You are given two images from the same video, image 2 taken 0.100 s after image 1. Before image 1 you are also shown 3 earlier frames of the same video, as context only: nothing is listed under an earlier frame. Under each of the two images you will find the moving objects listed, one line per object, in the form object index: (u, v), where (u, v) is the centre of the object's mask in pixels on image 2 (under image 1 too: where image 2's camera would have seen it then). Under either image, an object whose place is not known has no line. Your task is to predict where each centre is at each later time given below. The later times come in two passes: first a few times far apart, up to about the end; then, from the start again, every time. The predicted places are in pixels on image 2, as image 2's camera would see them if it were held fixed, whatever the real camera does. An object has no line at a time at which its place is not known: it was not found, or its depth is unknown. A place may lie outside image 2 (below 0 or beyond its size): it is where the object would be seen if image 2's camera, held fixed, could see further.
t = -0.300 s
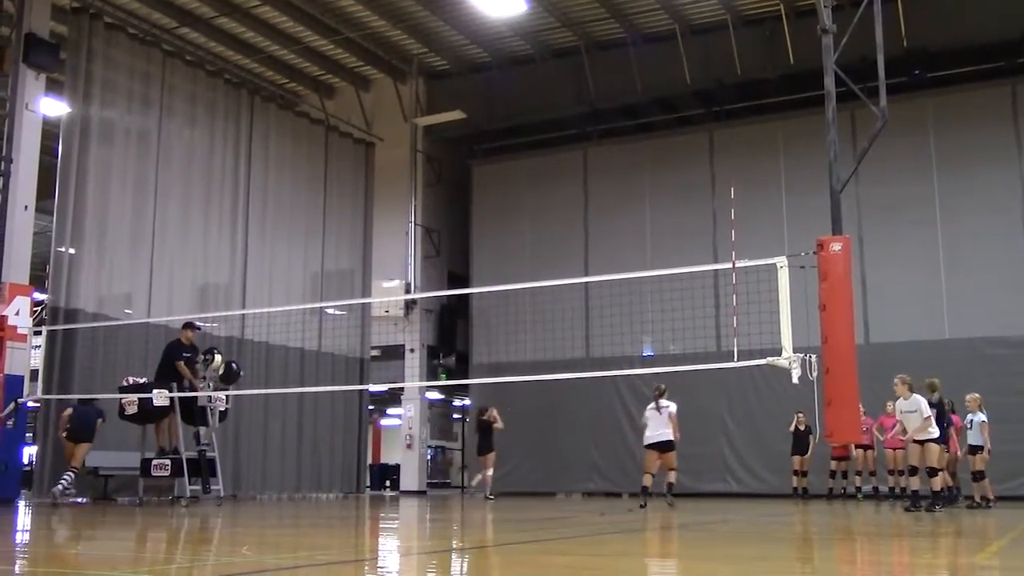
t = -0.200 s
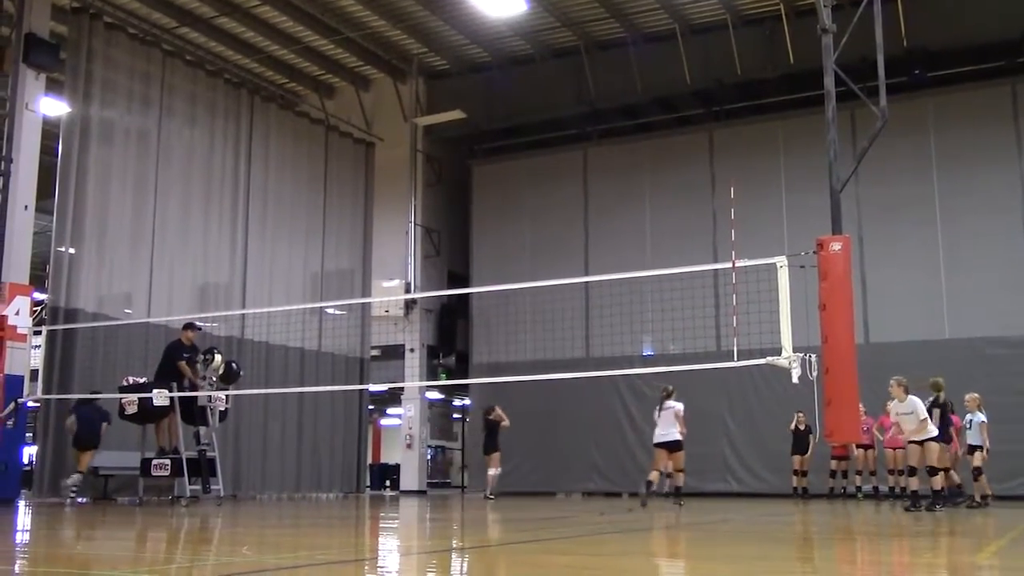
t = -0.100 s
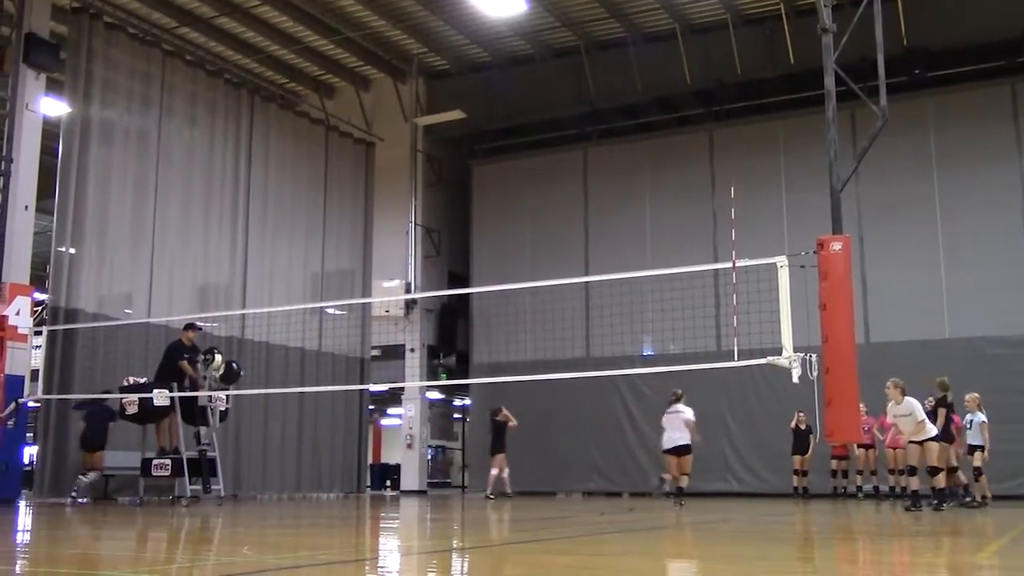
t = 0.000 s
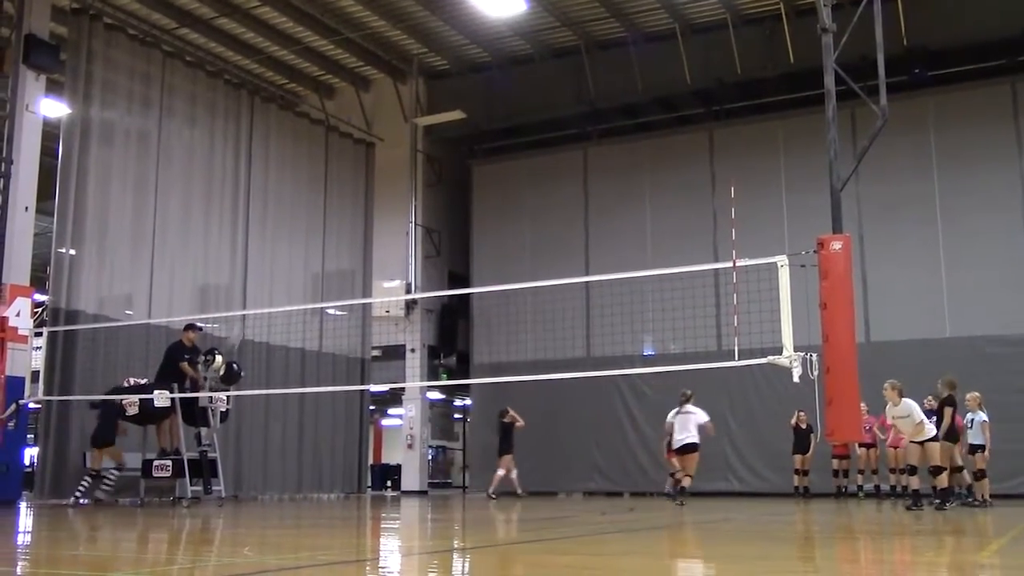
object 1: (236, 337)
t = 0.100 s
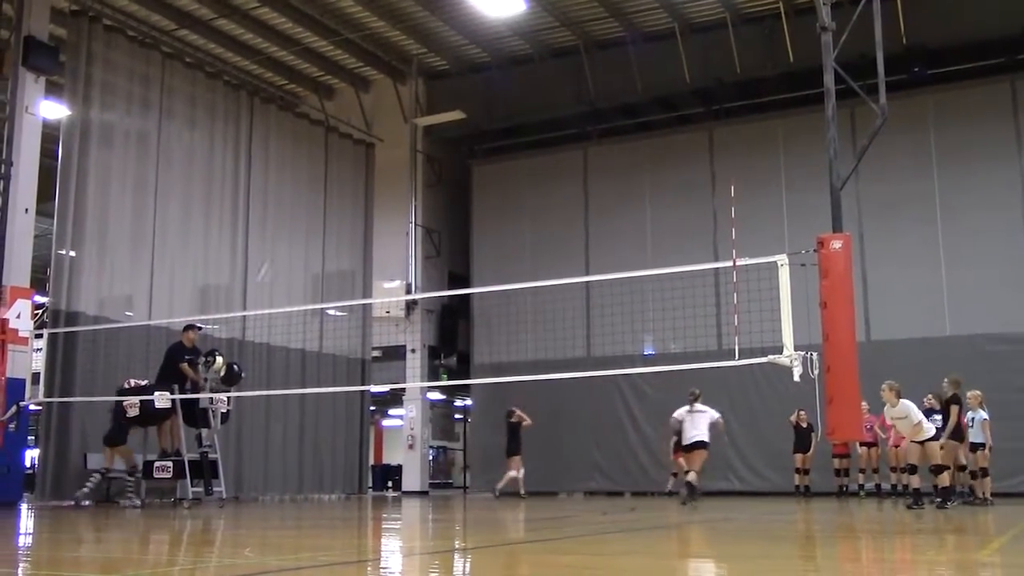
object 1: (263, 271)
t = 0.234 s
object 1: (299, 204)
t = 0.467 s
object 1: (359, 114)
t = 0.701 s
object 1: (418, 64)
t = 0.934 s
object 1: (479, 50)
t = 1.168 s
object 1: (541, 78)
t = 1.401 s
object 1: (607, 150)
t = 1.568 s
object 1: (657, 229)
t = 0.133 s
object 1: (270, 255)
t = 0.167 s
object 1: (279, 236)
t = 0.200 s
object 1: (290, 219)
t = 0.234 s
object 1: (299, 204)
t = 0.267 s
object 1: (308, 189)
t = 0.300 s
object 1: (317, 173)
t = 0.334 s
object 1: (324, 161)
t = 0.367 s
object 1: (333, 148)
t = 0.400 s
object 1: (342, 136)
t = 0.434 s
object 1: (350, 125)
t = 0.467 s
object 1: (359, 114)
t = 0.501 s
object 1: (367, 105)
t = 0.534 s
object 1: (375, 96)
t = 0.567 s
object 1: (384, 87)
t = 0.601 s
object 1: (393, 80)
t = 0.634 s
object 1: (402, 74)
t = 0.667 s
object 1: (410, 69)
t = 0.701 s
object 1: (418, 64)
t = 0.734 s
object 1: (427, 60)
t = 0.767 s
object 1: (436, 56)
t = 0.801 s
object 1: (444, 52)
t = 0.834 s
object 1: (452, 51)
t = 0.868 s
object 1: (462, 49)
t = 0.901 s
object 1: (470, 49)
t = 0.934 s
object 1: (479, 50)
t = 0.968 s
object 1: (487, 51)
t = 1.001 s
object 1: (496, 53)
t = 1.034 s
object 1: (505, 57)
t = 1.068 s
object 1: (513, 61)
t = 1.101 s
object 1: (523, 66)
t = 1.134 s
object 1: (532, 71)
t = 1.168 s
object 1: (541, 78)
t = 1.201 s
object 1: (550, 86)
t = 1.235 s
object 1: (560, 94)
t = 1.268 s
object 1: (569, 104)
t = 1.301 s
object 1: (578, 114)
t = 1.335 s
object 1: (588, 125)
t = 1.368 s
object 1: (597, 137)
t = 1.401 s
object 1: (607, 150)
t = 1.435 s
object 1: (616, 164)
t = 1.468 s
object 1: (627, 179)
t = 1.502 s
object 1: (636, 194)
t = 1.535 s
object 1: (647, 212)
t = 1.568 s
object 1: (657, 229)
